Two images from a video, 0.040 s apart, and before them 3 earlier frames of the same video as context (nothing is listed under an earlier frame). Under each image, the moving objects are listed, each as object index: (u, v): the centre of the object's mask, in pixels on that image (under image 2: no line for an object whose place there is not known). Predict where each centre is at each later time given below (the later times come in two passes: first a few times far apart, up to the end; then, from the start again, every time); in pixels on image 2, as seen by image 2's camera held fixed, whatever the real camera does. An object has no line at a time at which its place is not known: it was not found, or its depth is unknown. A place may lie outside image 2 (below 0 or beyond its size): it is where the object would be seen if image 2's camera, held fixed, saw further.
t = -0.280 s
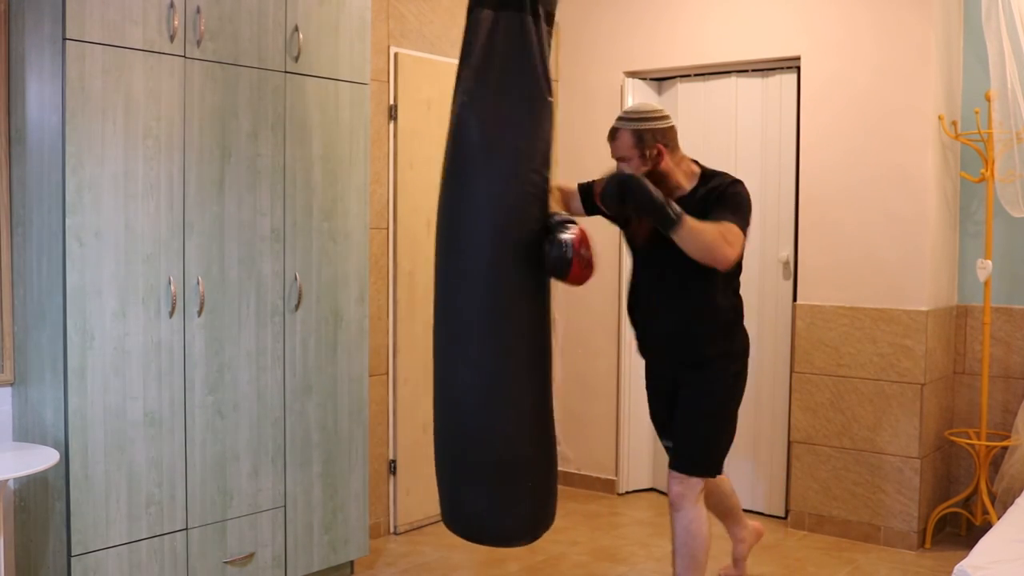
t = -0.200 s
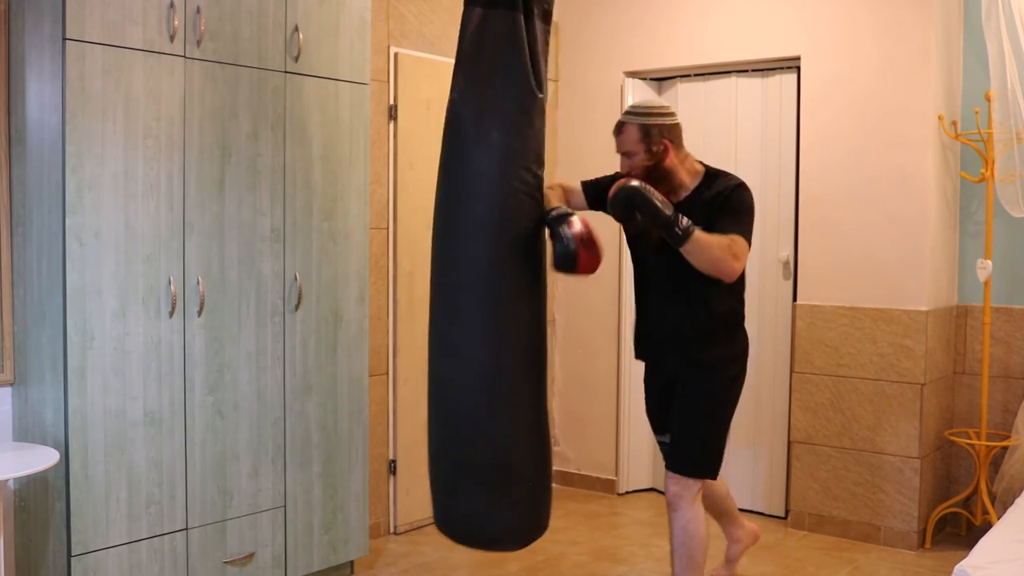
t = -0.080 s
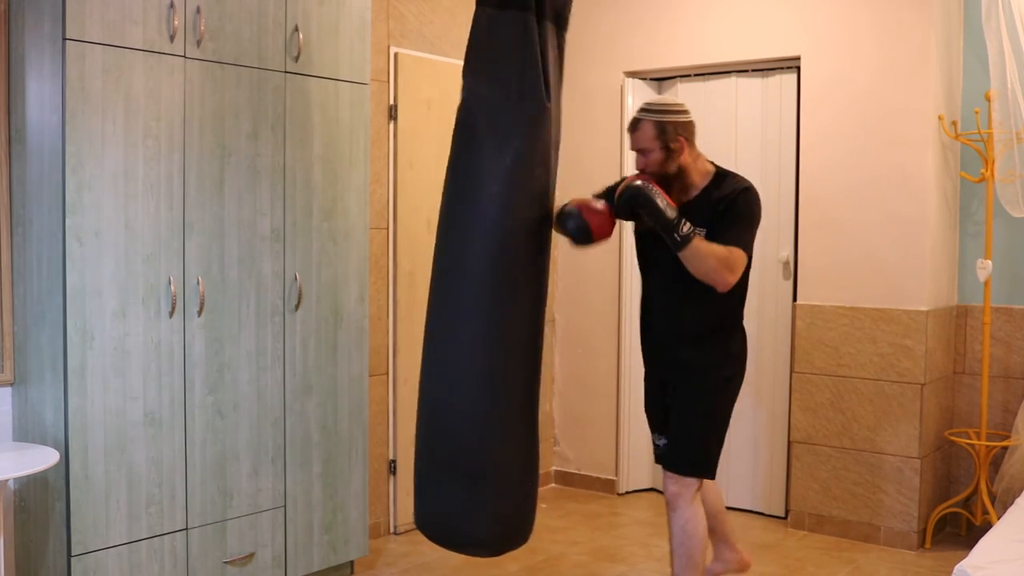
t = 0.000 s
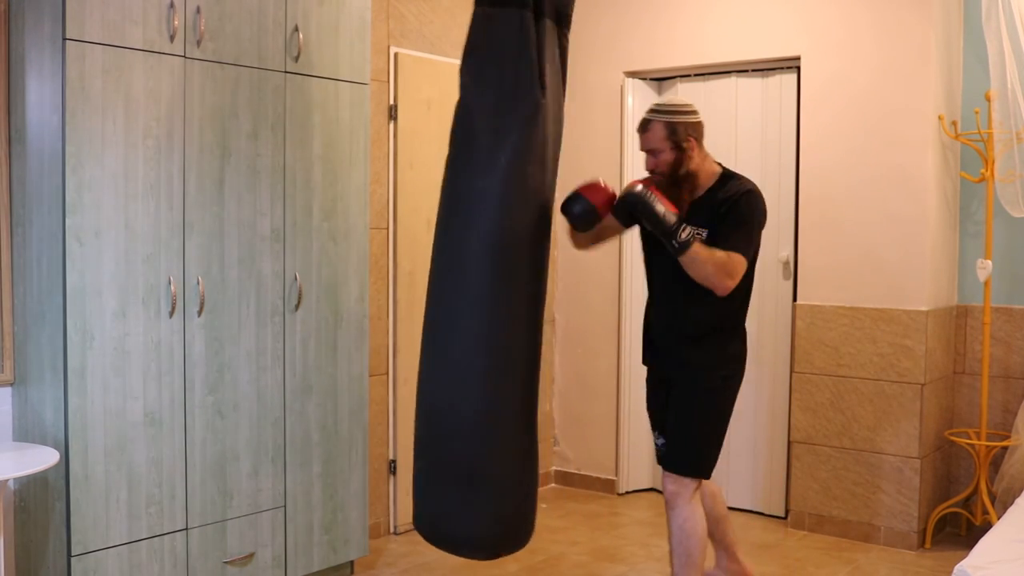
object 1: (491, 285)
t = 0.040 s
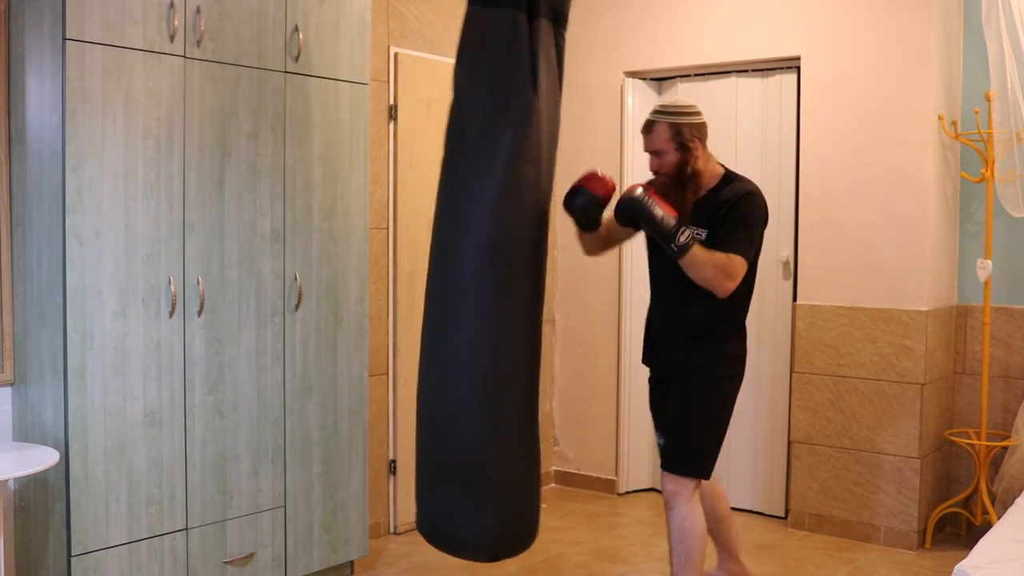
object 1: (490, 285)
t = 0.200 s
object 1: (491, 284)
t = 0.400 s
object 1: (505, 285)
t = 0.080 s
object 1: (489, 285)
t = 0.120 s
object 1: (489, 283)
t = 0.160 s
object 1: (489, 283)
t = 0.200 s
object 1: (491, 284)
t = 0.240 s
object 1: (494, 285)
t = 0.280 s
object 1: (497, 285)
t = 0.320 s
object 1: (501, 284)
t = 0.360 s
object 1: (503, 284)
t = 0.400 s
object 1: (505, 285)
